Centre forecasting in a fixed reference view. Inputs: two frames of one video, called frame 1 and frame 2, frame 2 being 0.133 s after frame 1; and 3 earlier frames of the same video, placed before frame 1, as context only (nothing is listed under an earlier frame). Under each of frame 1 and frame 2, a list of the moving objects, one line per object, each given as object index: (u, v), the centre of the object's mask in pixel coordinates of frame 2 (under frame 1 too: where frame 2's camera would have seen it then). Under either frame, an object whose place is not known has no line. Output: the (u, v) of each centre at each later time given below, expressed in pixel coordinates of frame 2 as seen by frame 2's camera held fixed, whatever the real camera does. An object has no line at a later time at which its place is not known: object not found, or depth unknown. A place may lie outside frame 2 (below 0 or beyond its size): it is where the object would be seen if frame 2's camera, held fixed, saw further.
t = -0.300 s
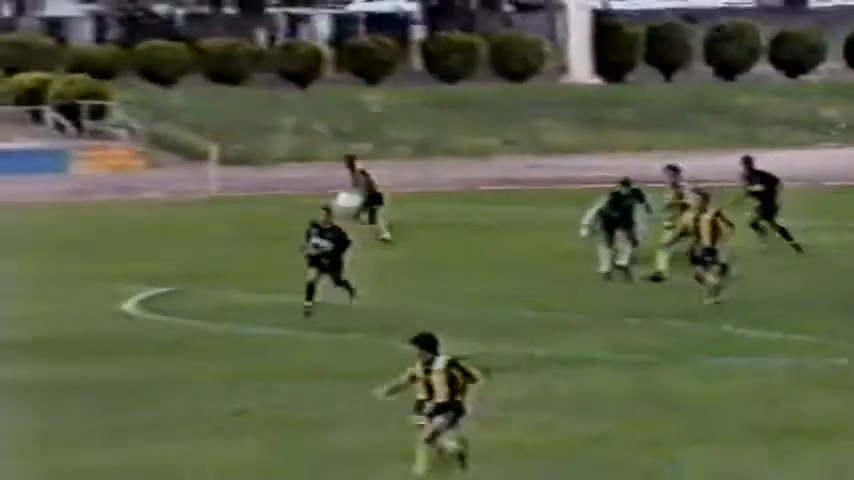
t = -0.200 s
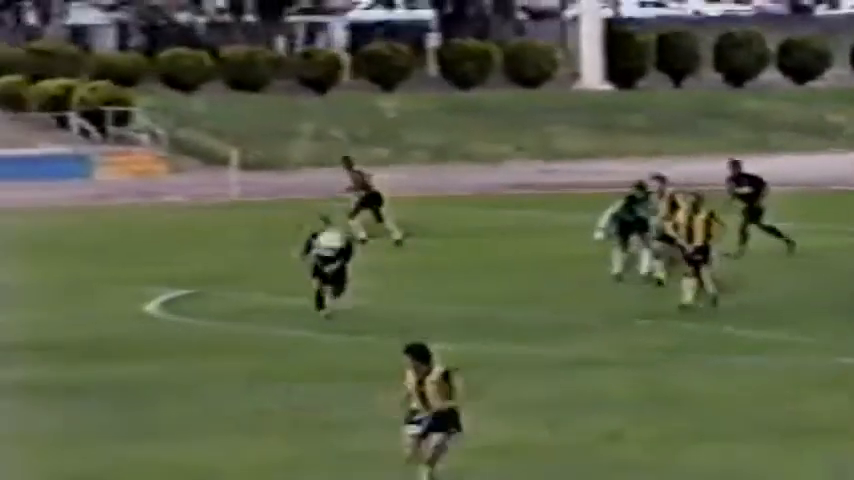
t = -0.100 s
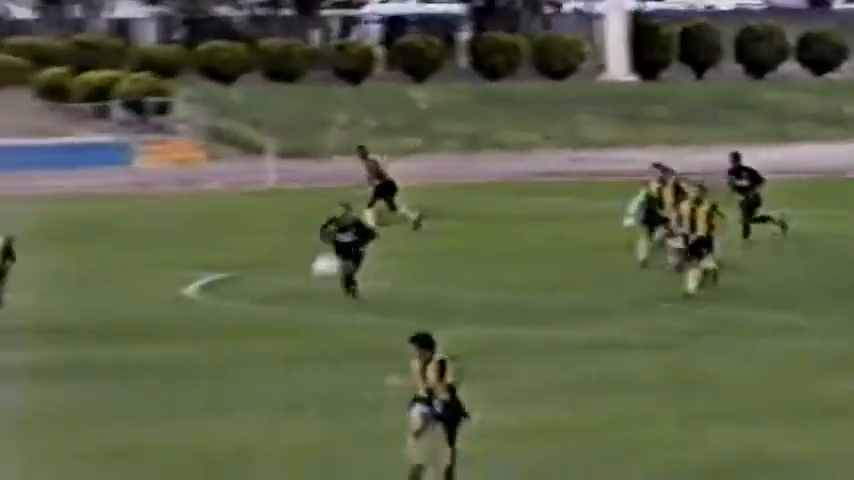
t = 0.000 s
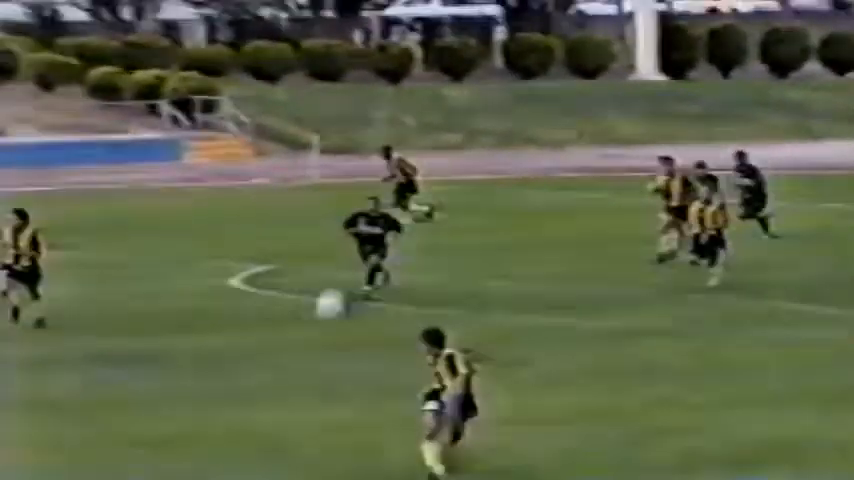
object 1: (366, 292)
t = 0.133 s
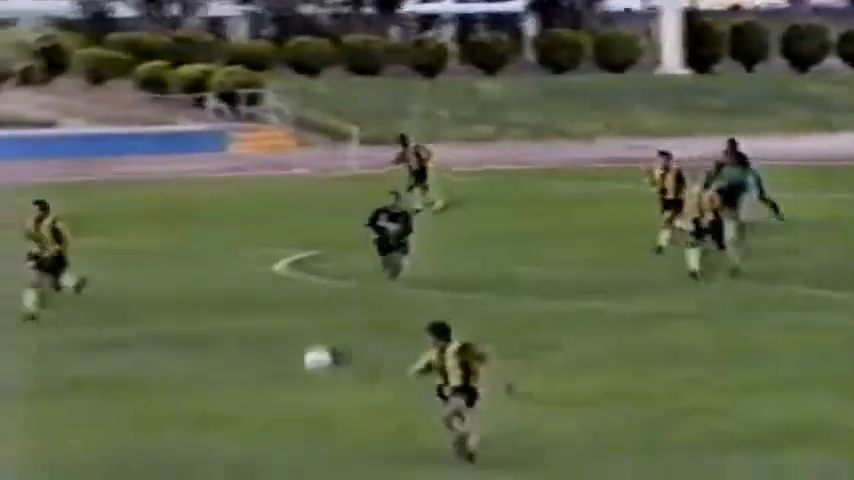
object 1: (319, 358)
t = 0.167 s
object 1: (307, 376)
